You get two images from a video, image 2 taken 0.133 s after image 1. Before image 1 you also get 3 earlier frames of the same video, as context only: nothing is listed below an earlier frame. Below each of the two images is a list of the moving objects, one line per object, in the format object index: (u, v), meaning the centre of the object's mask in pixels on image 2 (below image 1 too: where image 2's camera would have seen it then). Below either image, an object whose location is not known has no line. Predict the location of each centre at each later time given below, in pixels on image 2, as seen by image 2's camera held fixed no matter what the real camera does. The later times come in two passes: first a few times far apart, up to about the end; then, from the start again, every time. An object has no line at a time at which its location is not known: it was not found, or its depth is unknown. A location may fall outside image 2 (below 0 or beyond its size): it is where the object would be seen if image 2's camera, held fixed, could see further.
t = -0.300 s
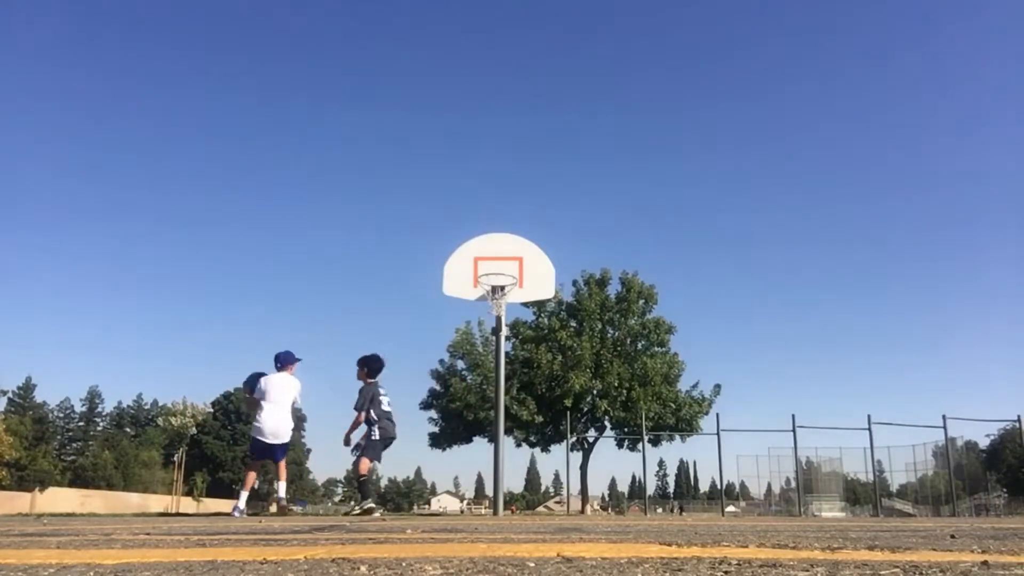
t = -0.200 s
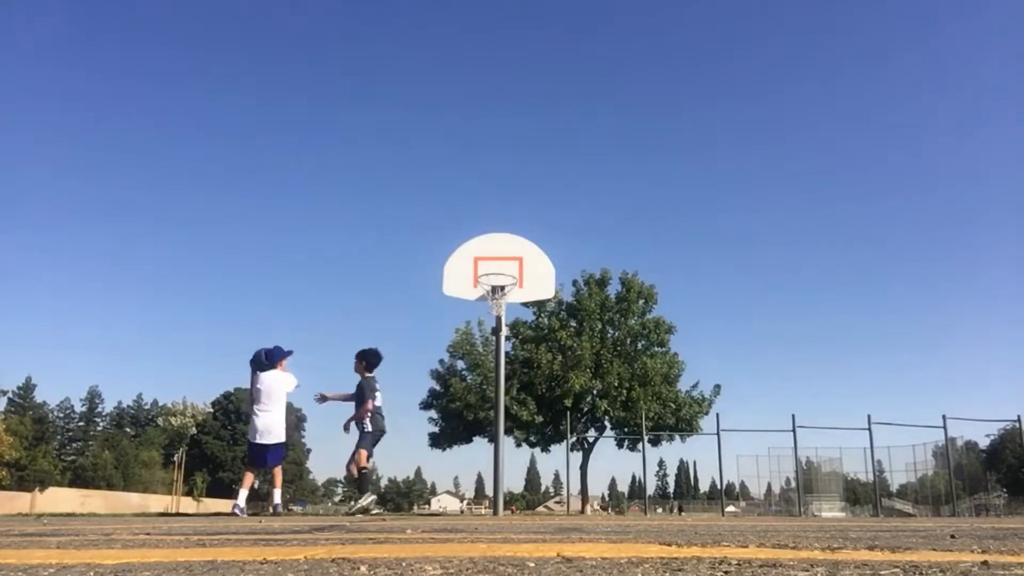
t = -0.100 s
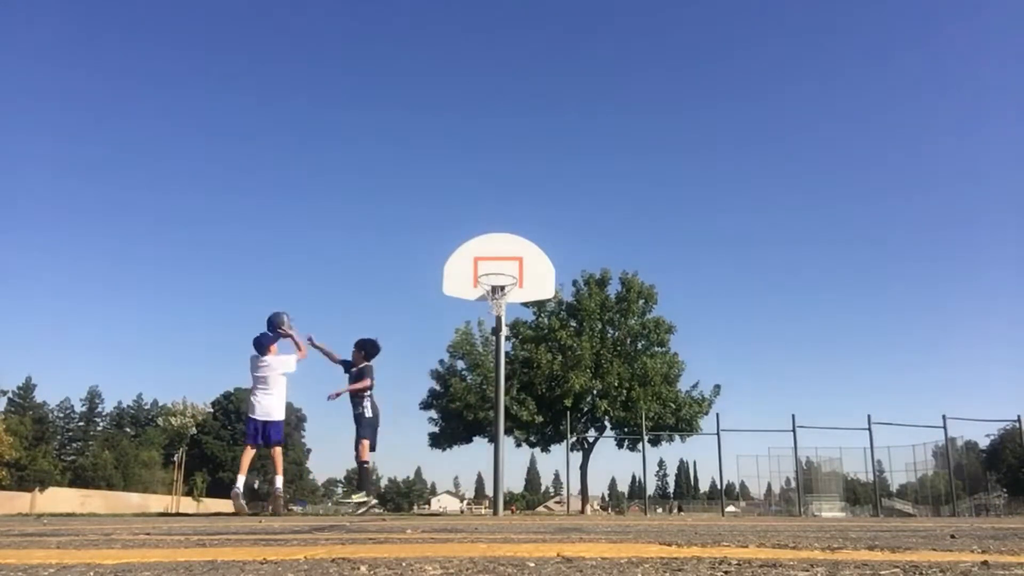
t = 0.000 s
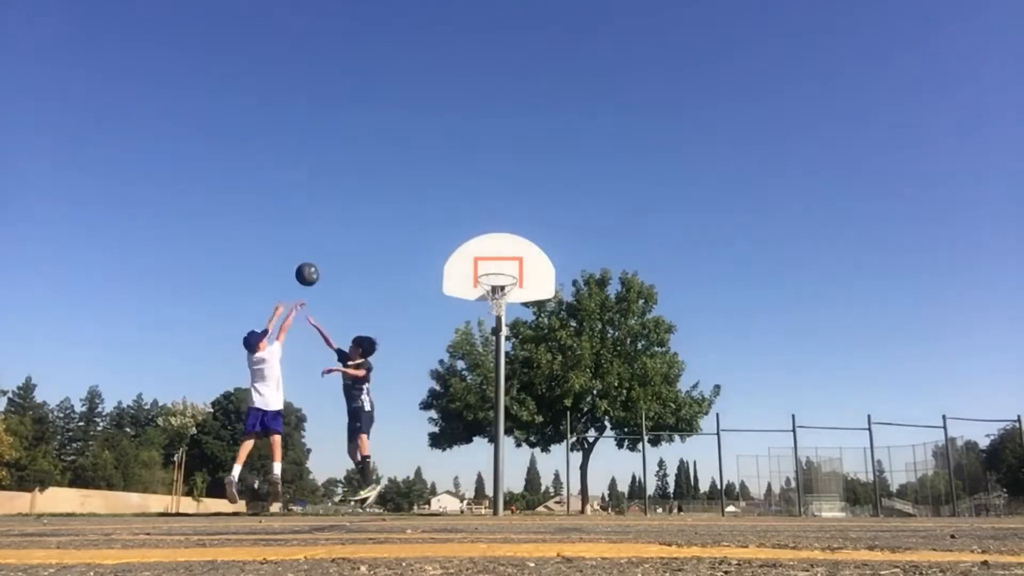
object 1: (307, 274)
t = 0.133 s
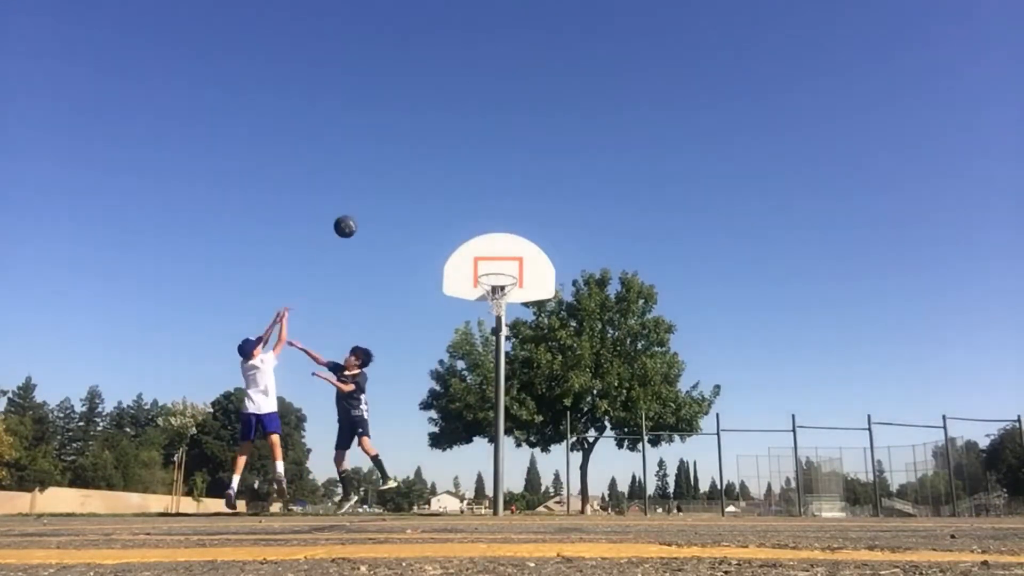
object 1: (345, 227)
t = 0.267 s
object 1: (378, 199)
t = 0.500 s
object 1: (427, 192)
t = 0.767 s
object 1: (474, 233)
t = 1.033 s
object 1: (500, 262)
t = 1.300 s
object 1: (503, 258)
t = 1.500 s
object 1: (504, 299)
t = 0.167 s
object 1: (353, 218)
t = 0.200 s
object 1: (362, 211)
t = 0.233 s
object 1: (370, 204)
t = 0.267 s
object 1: (378, 199)
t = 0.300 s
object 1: (385, 196)
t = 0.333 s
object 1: (392, 192)
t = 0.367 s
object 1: (400, 190)
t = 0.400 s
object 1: (407, 189)
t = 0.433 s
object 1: (413, 189)
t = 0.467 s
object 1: (420, 190)
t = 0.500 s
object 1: (427, 192)
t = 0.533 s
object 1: (433, 194)
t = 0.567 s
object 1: (439, 197)
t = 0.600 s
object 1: (446, 201)
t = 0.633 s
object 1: (451, 206)
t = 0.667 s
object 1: (457, 212)
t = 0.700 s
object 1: (463, 218)
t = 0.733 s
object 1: (469, 225)
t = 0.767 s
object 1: (474, 233)
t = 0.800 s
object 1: (480, 242)
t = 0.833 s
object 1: (486, 252)
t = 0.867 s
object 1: (491, 262)
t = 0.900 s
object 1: (496, 273)
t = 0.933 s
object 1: (500, 278)
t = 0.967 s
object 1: (500, 271)
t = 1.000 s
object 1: (500, 266)
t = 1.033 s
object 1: (500, 262)
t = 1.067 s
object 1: (501, 258)
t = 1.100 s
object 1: (501, 255)
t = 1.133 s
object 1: (501, 253)
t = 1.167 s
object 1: (502, 252)
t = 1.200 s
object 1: (502, 252)
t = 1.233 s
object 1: (502, 253)
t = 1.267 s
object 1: (503, 255)
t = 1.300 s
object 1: (503, 258)
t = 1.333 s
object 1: (503, 262)
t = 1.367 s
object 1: (503, 267)
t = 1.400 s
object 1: (504, 273)
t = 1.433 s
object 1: (504, 281)
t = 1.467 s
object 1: (504, 290)
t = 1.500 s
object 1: (504, 299)
